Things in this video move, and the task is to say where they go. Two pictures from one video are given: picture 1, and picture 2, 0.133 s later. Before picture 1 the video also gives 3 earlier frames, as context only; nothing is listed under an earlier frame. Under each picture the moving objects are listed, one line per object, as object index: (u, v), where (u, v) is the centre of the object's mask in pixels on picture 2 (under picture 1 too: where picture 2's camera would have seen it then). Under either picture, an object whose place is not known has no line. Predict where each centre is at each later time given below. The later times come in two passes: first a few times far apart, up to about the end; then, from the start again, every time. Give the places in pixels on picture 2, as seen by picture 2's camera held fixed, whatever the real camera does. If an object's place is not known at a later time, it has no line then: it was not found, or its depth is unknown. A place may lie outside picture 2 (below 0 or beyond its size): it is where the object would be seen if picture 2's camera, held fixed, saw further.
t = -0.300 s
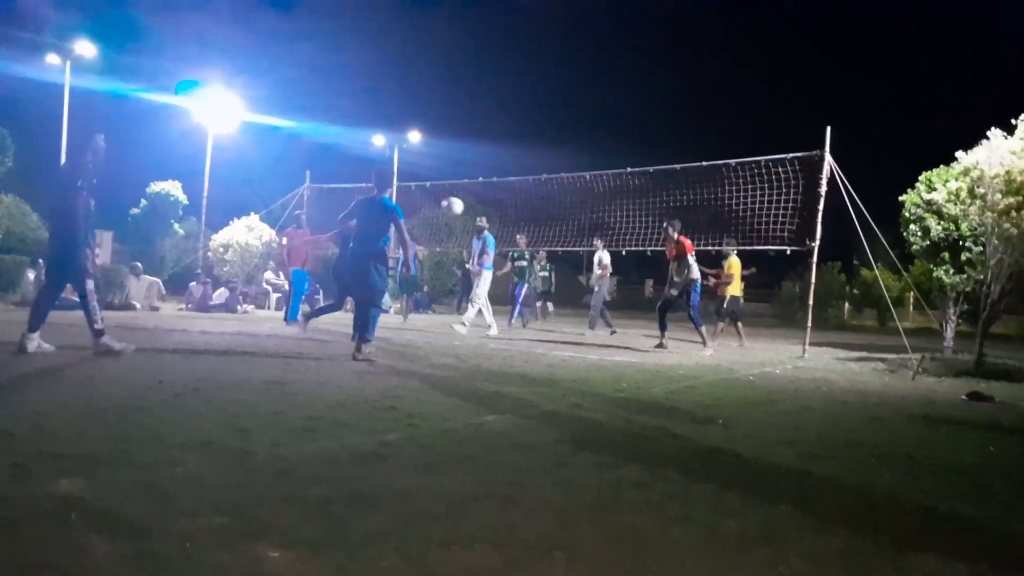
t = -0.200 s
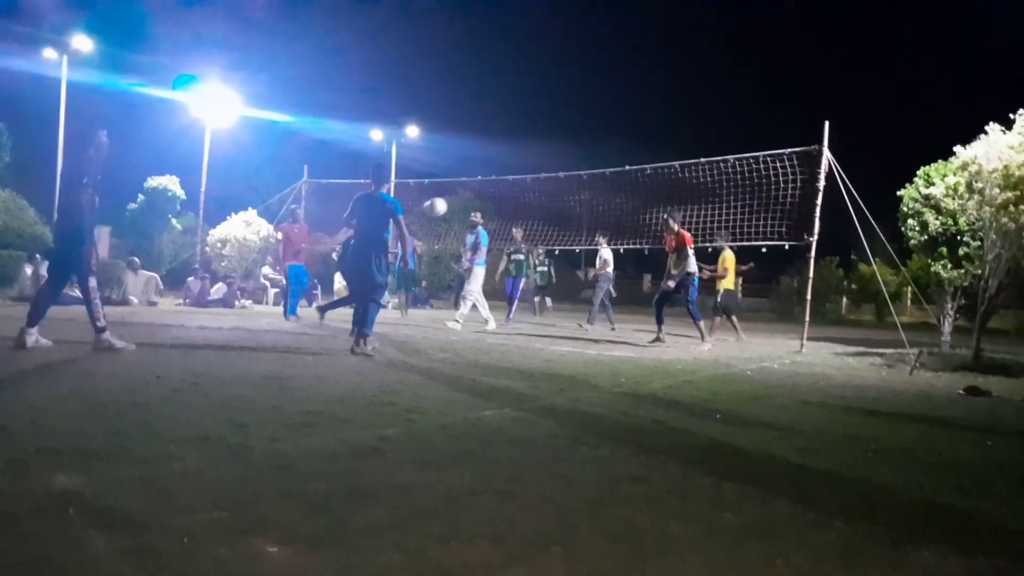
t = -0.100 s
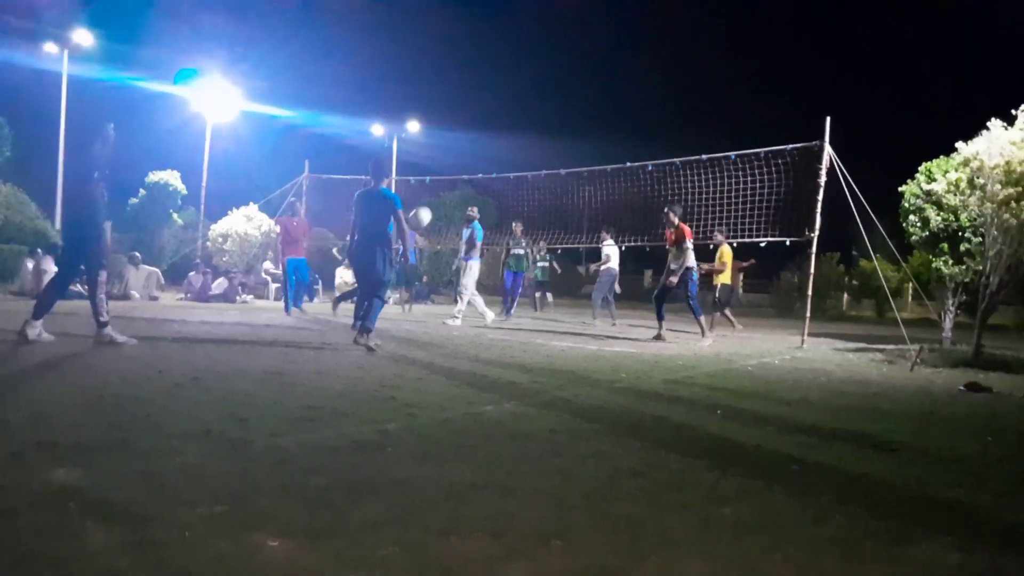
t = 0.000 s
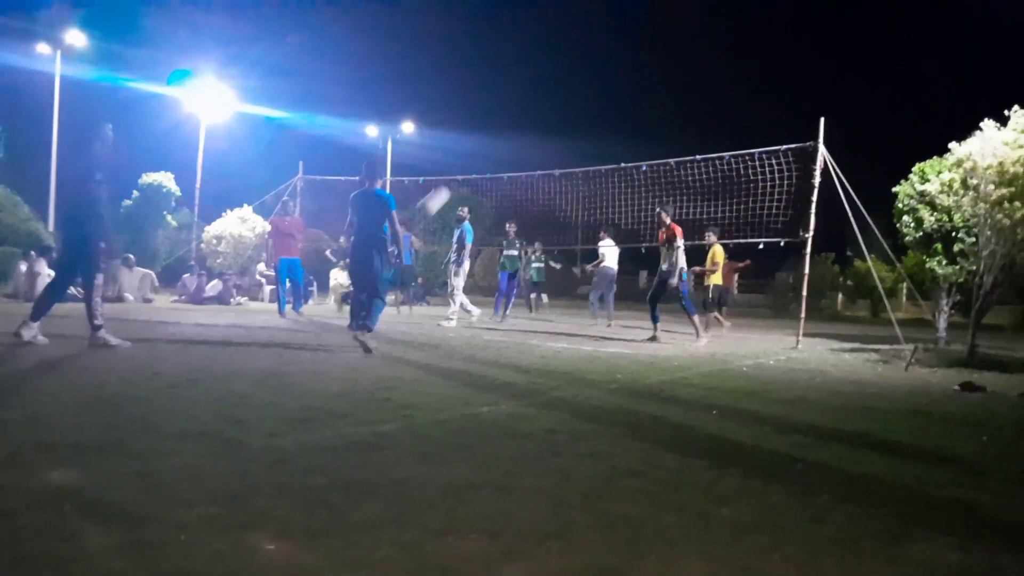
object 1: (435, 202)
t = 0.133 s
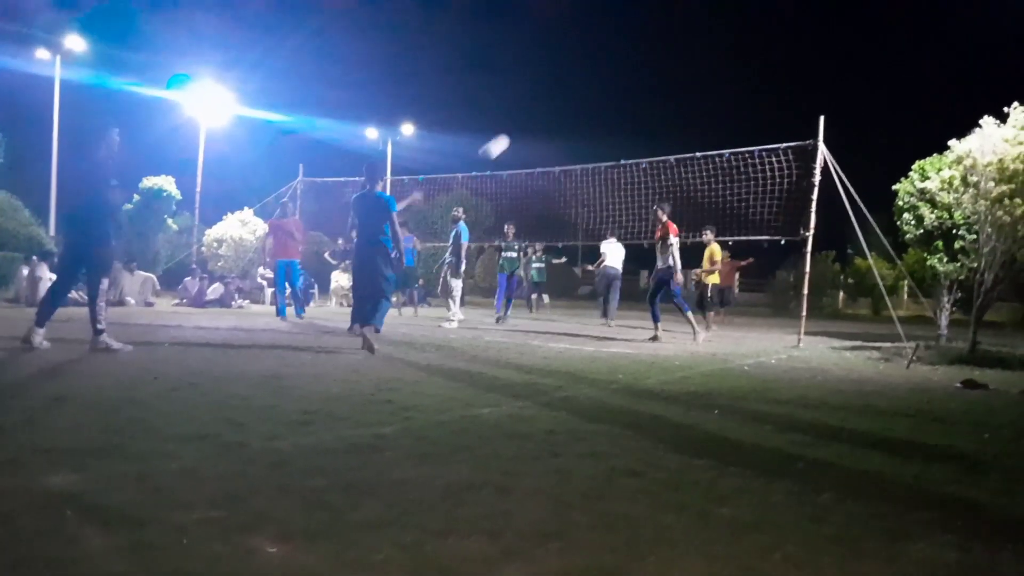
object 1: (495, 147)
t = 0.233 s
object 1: (534, 120)
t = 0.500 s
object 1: (616, 93)
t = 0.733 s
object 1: (668, 111)
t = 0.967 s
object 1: (706, 152)
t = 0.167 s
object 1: (508, 137)
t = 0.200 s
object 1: (521, 128)
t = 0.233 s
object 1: (534, 120)
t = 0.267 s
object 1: (545, 113)
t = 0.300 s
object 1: (557, 108)
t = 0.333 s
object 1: (568, 103)
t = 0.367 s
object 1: (579, 99)
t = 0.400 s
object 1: (589, 97)
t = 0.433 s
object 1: (598, 95)
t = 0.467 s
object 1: (607, 94)
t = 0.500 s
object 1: (616, 93)
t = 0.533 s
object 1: (625, 94)
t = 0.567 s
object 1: (633, 95)
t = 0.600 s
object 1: (640, 97)
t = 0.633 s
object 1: (648, 100)
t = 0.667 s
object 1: (655, 103)
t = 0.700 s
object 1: (662, 106)
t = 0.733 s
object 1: (668, 111)
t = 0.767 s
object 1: (674, 115)
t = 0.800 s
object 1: (681, 120)
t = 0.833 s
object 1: (687, 125)
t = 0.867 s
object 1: (692, 131)
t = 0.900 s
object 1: (697, 138)
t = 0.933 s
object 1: (701, 145)
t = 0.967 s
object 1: (706, 152)
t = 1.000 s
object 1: (709, 160)
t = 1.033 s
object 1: (712, 169)
